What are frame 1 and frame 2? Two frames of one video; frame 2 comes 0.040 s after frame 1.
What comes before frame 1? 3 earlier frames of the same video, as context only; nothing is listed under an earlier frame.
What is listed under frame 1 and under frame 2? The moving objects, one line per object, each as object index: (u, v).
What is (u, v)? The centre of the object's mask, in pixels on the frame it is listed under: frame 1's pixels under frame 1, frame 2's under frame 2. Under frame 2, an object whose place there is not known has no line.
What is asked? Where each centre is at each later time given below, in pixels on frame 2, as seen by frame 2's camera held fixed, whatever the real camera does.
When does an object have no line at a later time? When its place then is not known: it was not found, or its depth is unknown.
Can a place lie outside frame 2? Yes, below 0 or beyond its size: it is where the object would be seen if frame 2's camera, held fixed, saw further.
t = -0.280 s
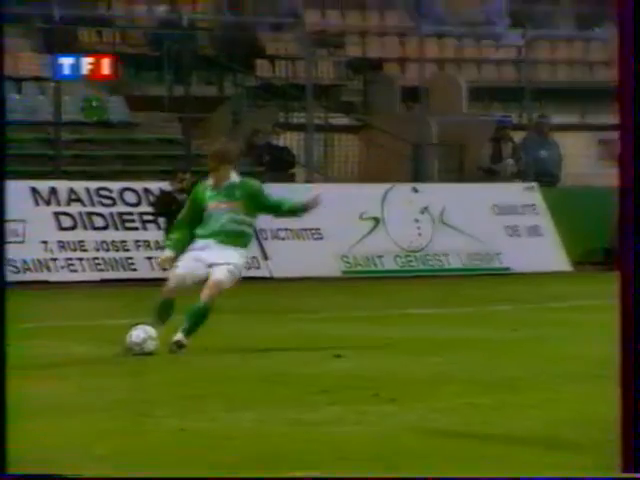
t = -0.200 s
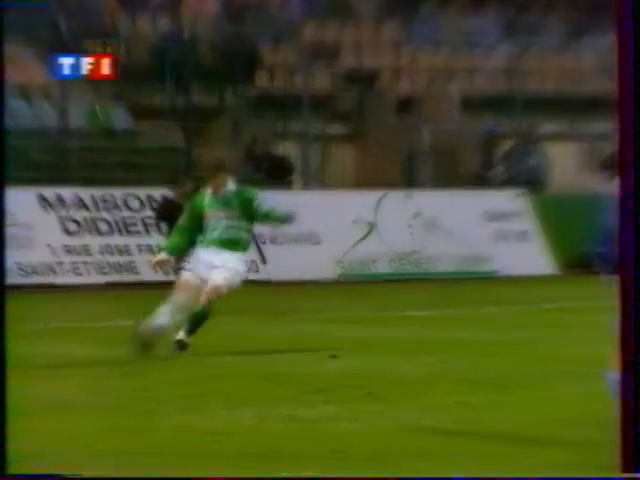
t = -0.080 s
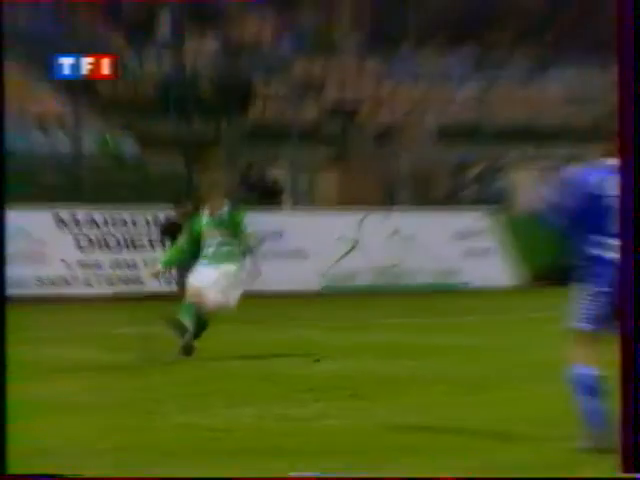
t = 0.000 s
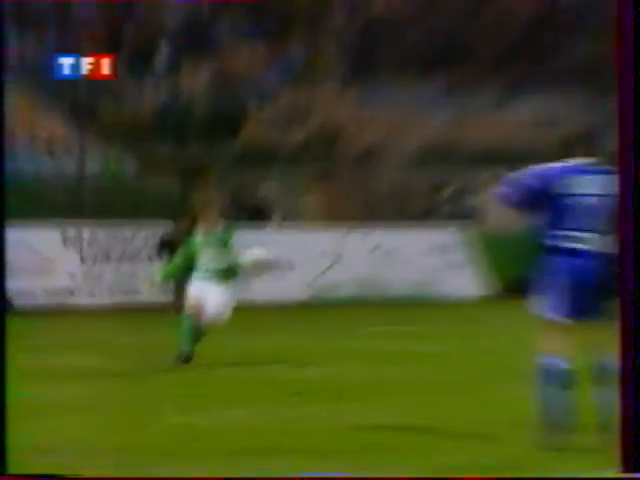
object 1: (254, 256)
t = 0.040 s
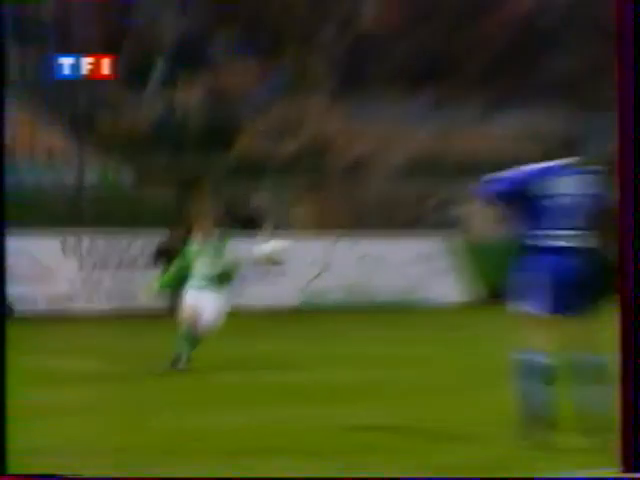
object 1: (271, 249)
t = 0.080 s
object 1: (290, 241)
